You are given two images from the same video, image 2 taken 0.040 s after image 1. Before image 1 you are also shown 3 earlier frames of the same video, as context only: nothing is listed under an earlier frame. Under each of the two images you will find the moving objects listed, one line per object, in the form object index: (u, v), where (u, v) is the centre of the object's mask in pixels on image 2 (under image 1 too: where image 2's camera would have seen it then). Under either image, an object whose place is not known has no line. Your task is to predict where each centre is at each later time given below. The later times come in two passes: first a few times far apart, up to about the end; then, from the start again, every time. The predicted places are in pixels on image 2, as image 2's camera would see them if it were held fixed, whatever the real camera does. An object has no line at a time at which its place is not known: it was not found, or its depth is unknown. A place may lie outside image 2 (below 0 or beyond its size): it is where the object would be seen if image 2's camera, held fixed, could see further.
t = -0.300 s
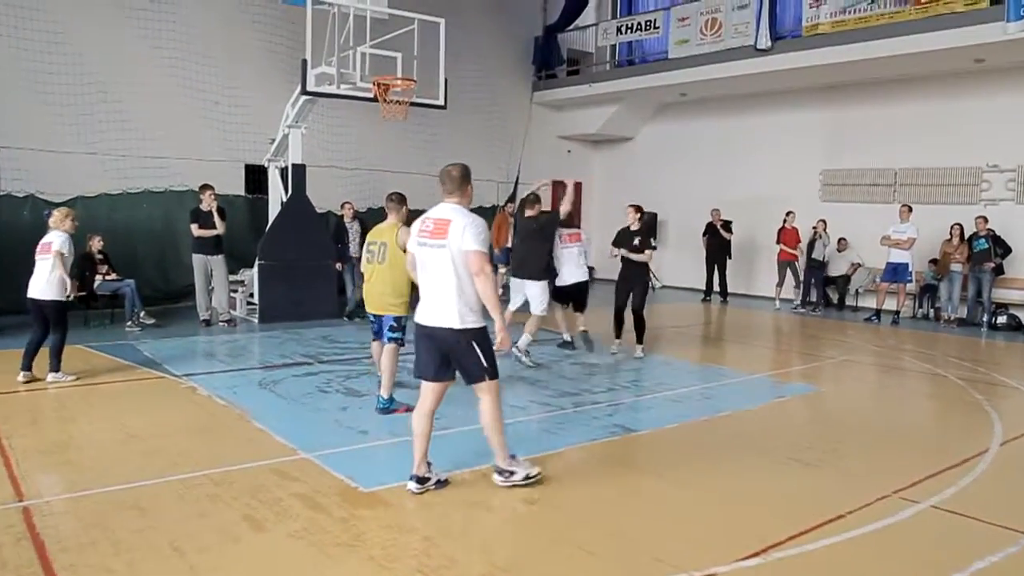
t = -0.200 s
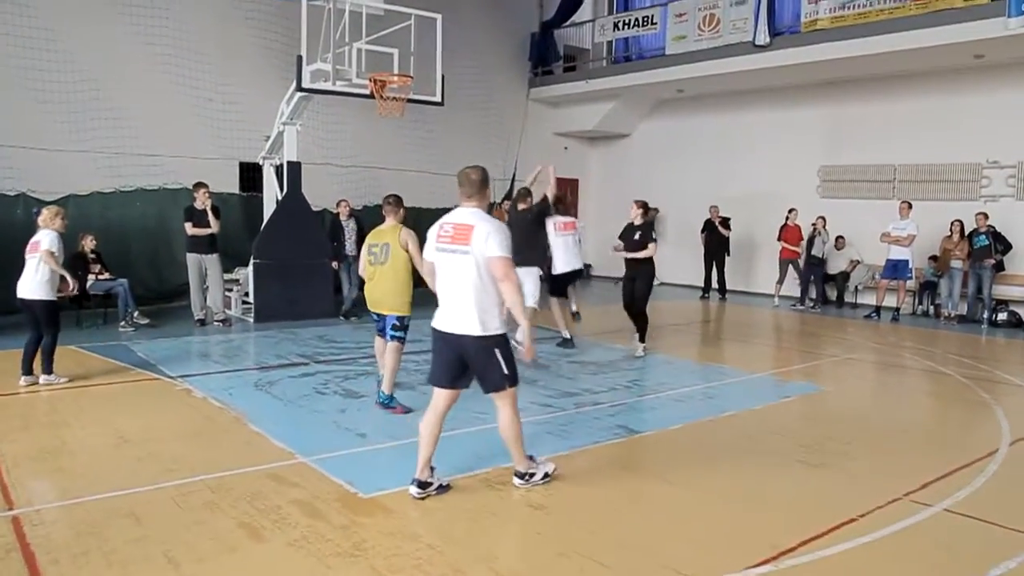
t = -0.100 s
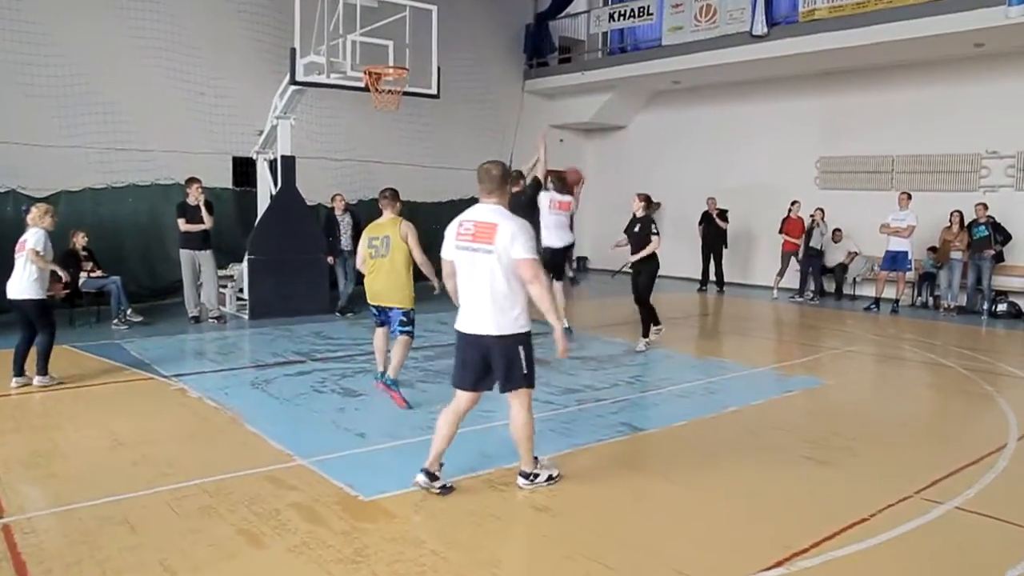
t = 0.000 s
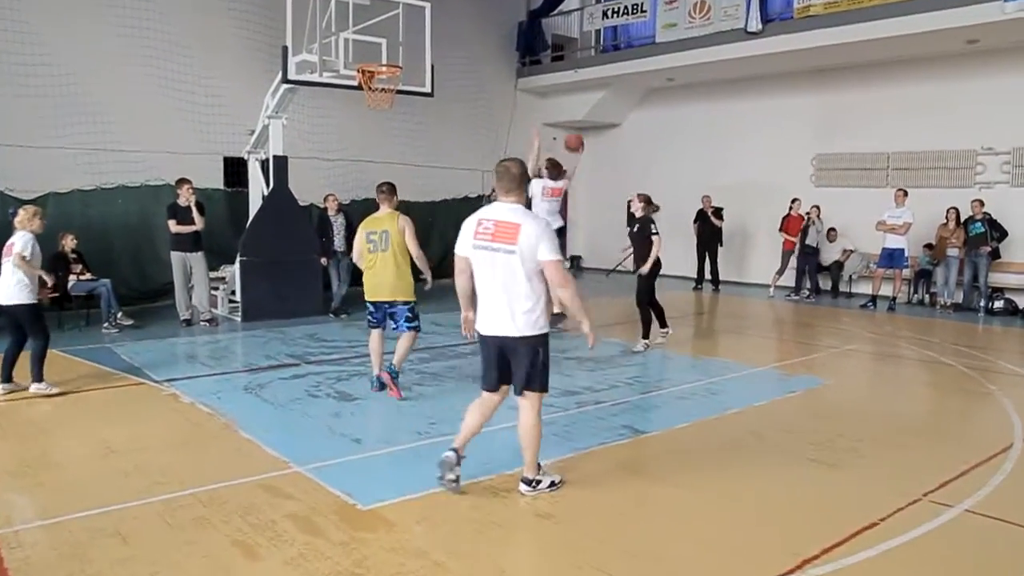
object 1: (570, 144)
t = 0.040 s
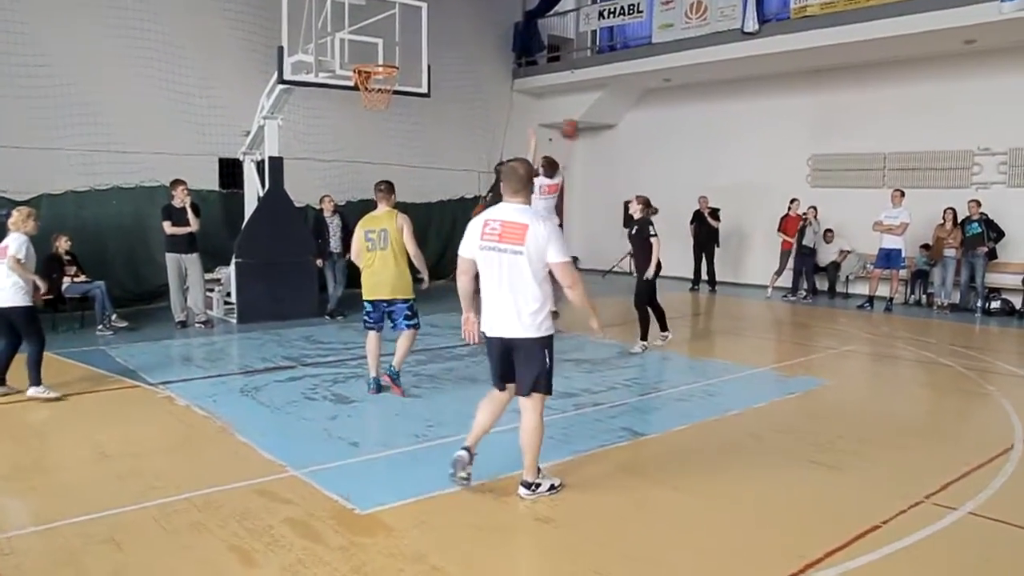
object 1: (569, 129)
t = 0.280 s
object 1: (511, 48)
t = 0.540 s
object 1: (439, 16)
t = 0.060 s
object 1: (565, 120)
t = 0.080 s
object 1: (561, 113)
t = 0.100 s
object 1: (555, 103)
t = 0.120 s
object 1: (552, 97)
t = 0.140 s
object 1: (547, 90)
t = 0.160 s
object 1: (542, 83)
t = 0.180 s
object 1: (536, 77)
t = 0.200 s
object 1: (530, 70)
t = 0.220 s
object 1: (523, 61)
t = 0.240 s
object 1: (520, 57)
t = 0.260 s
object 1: (516, 53)
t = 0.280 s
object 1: (511, 48)
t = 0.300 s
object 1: (506, 45)
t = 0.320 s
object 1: (500, 42)
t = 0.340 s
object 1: (493, 35)
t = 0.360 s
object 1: (489, 31)
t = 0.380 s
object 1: (484, 29)
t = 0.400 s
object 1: (478, 26)
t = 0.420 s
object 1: (472, 23)
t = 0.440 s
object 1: (467, 22)
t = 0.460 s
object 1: (462, 21)
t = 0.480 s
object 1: (455, 18)
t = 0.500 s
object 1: (449, 17)
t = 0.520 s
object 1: (444, 15)
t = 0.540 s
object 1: (439, 16)
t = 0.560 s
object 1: (431, 16)
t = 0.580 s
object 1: (423, 16)
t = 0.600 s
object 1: (418, 17)
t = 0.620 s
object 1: (414, 18)
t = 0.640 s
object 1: (406, 19)
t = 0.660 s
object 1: (401, 20)
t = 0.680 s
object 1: (396, 23)
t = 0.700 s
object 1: (391, 25)
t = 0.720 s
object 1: (385, 27)
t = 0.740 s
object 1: (383, 28)
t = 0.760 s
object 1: (382, 30)
